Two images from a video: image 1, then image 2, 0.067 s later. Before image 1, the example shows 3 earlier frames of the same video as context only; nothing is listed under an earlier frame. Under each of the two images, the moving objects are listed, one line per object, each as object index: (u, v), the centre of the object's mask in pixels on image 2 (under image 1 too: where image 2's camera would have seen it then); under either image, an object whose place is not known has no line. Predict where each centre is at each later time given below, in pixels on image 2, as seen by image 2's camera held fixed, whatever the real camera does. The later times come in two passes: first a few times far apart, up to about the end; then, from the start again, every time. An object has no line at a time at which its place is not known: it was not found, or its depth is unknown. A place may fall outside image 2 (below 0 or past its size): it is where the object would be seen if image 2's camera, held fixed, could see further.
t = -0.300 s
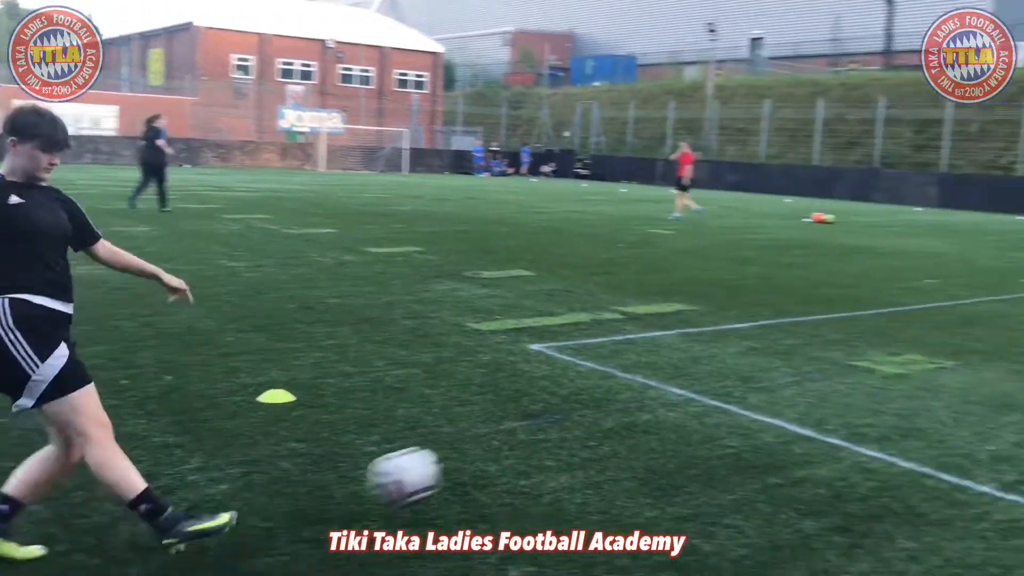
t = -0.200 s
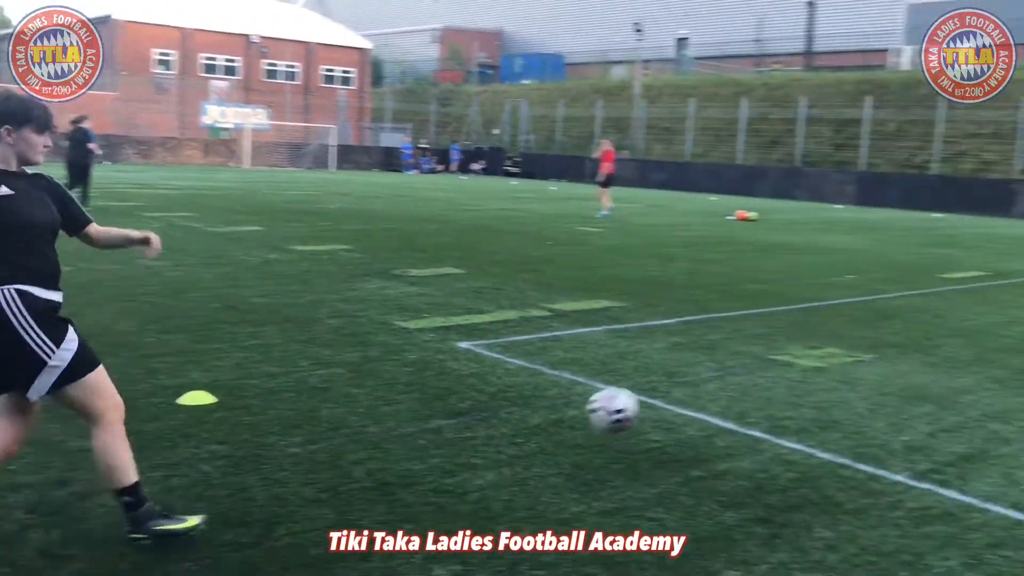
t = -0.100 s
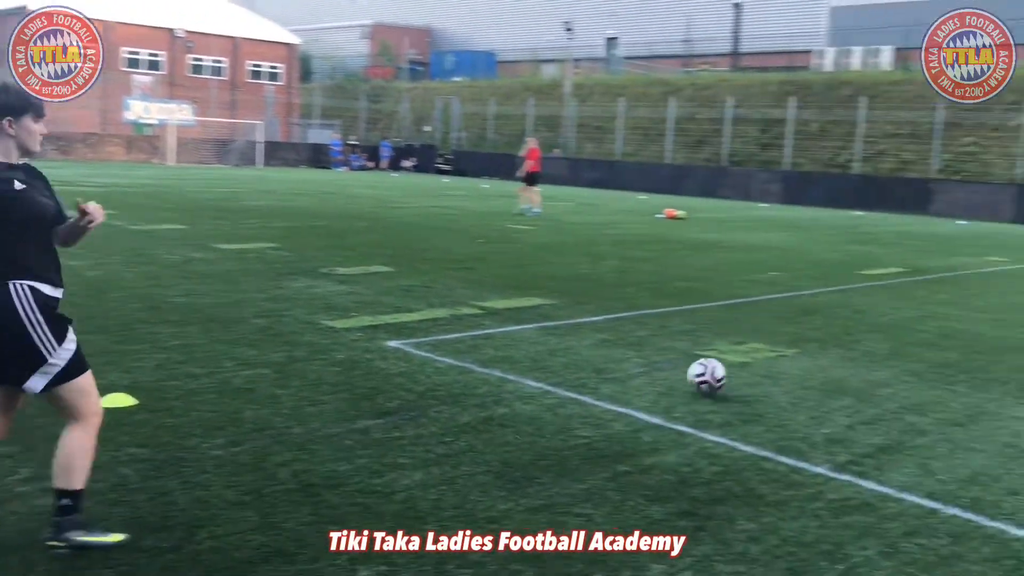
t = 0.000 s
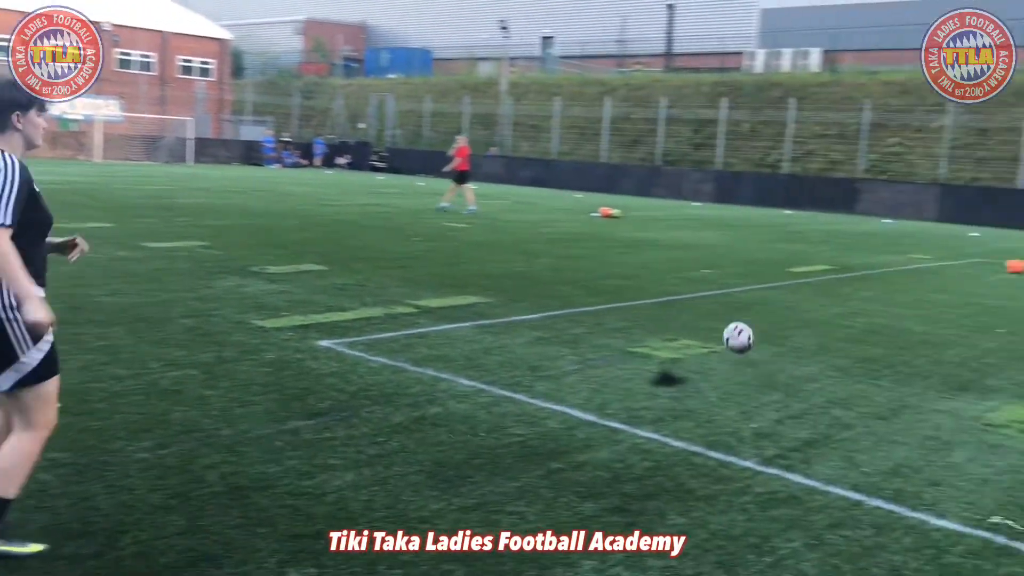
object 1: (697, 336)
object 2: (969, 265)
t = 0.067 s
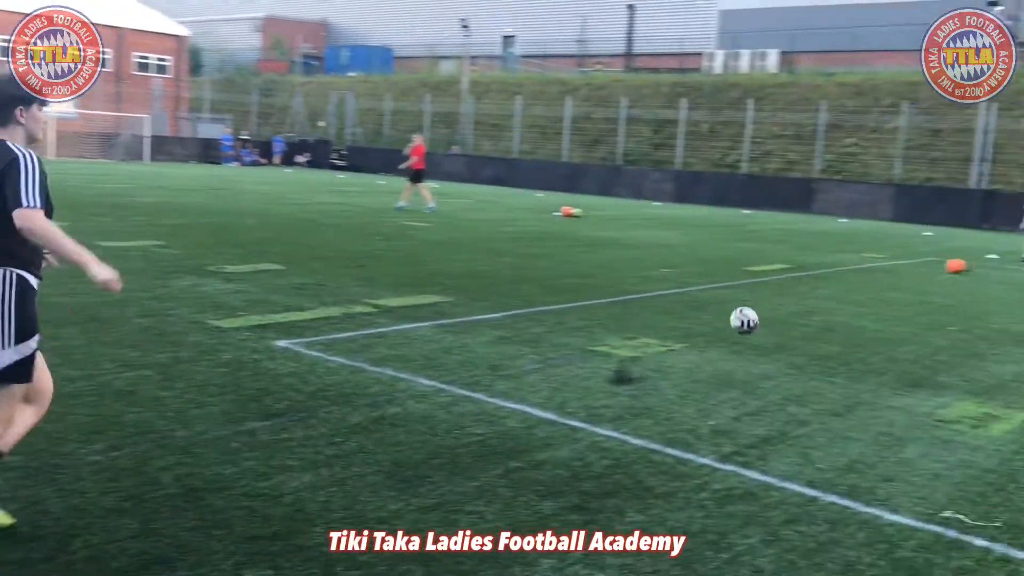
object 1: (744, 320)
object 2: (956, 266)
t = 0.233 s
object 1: (823, 306)
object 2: (923, 272)
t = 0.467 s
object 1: (888, 288)
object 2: (878, 280)
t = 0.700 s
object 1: (926, 275)
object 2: (838, 291)
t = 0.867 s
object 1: (946, 272)
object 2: (804, 296)
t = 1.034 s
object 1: (964, 262)
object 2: (764, 308)
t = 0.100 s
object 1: (764, 316)
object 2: (949, 268)
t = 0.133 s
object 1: (781, 313)
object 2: (943, 269)
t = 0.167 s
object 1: (797, 311)
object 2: (936, 270)
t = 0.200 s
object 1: (811, 312)
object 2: (930, 271)
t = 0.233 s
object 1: (823, 306)
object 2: (923, 272)
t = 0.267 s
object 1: (835, 299)
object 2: (917, 274)
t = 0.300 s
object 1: (845, 294)
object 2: (911, 275)
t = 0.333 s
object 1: (855, 291)
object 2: (905, 276)
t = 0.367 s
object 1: (864, 289)
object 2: (899, 278)
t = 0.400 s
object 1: (872, 289)
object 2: (893, 279)
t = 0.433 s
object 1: (880, 290)
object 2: (889, 278)
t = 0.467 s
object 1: (888, 288)
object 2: (878, 280)
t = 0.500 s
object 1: (894, 284)
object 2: (875, 283)
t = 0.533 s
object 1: (900, 281)
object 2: (870, 283)
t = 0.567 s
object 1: (906, 279)
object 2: (864, 284)
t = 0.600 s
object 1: (911, 279)
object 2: (857, 287)
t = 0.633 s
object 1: (916, 280)
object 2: (851, 289)
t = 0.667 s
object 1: (921, 278)
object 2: (845, 289)
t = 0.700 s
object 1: (926, 275)
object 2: (838, 291)
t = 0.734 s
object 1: (931, 272)
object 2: (832, 292)
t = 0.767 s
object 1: (934, 271)
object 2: (825, 295)
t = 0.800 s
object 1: (939, 270)
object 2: (818, 294)
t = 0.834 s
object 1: (943, 271)
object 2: (811, 295)
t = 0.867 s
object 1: (946, 272)
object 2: (804, 296)
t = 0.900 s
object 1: (950, 270)
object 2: (796, 300)
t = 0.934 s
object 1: (954, 267)
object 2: (789, 303)
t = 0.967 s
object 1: (957, 264)
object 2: (781, 304)
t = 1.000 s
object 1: (961, 262)
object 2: (772, 306)
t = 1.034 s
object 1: (964, 262)
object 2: (764, 308)
